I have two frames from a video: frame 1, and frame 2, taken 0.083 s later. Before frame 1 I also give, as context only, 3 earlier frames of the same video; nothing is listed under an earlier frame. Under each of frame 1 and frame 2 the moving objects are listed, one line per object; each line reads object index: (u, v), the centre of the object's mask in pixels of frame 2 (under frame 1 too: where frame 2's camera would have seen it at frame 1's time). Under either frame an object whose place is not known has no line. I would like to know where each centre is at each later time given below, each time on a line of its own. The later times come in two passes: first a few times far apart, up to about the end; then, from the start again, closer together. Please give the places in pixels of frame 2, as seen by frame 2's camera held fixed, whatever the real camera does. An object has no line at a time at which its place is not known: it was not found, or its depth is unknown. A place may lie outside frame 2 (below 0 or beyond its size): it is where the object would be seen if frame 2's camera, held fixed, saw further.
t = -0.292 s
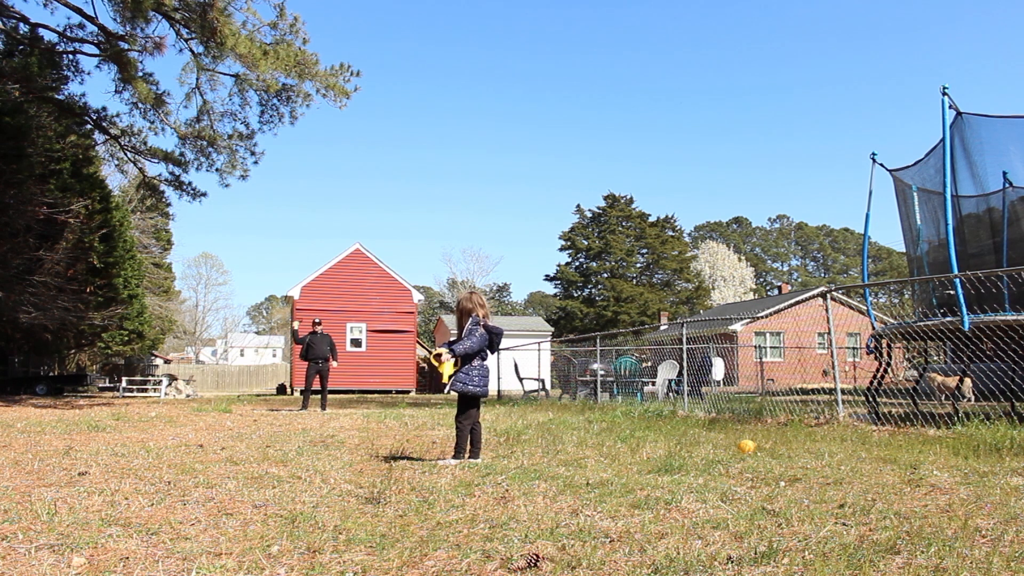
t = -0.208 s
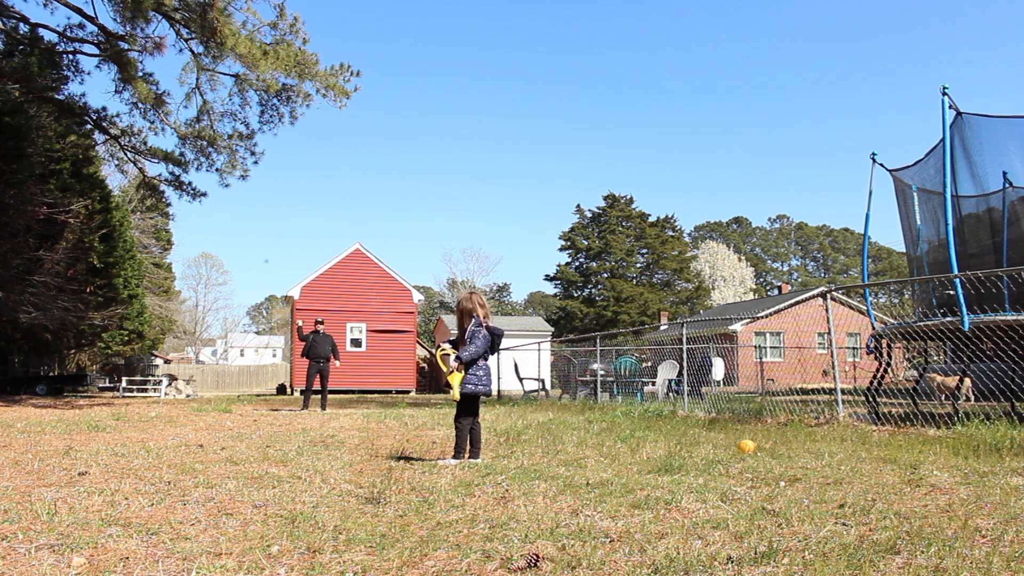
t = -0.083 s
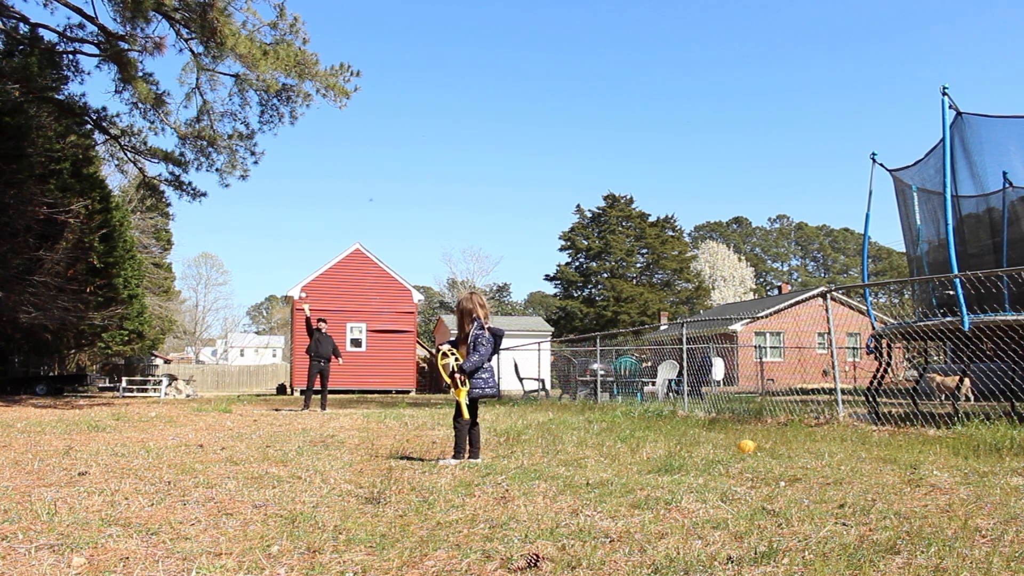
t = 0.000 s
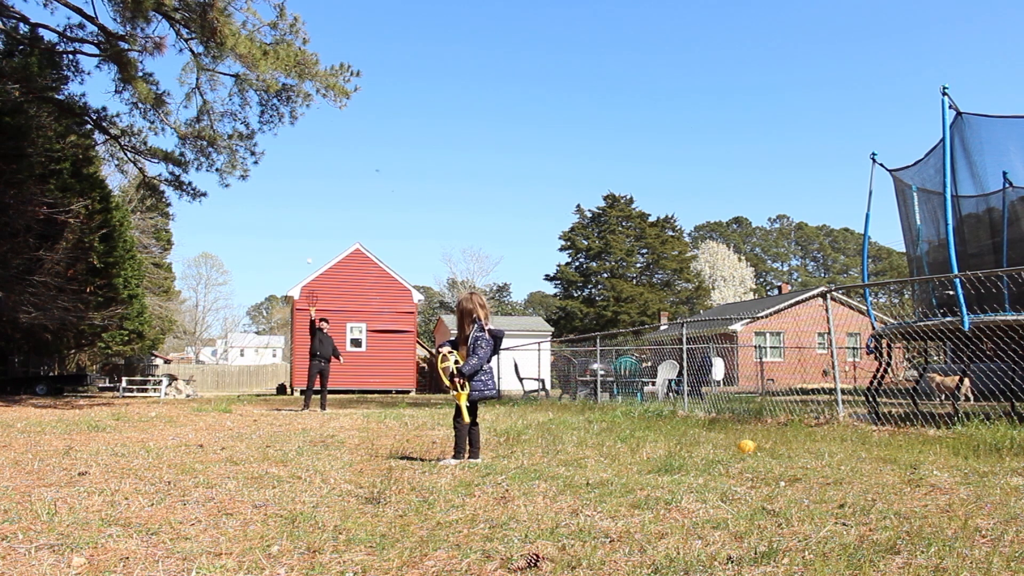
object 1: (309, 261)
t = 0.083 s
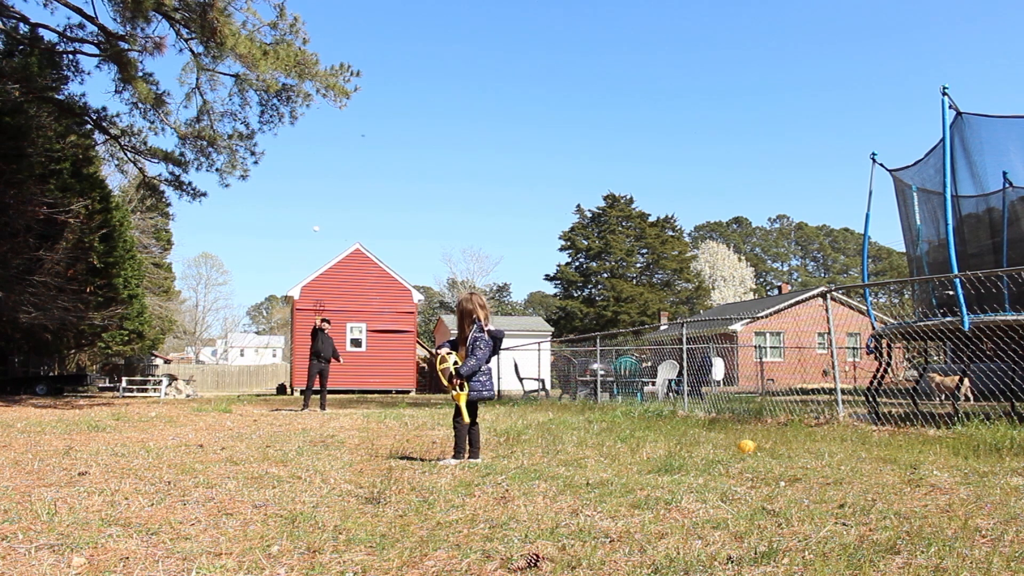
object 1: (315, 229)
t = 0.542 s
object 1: (353, 91)
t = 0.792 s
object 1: (380, 57)
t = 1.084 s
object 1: (420, 78)
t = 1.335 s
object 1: (472, 199)
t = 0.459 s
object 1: (345, 109)
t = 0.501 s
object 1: (350, 100)
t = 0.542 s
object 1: (353, 91)
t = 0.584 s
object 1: (357, 82)
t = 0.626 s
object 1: (361, 75)
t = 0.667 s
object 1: (366, 69)
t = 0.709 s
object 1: (370, 64)
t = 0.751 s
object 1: (375, 60)
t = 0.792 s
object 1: (380, 57)
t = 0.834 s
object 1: (385, 55)
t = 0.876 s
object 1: (390, 55)
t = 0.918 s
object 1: (396, 56)
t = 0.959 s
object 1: (401, 58)
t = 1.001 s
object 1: (407, 63)
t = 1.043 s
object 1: (413, 70)
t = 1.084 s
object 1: (420, 78)
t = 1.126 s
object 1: (427, 90)
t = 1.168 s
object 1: (435, 104)
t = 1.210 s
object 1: (443, 122)
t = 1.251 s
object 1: (452, 143)
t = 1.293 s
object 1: (461, 169)
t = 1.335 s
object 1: (472, 199)
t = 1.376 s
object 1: (483, 236)
